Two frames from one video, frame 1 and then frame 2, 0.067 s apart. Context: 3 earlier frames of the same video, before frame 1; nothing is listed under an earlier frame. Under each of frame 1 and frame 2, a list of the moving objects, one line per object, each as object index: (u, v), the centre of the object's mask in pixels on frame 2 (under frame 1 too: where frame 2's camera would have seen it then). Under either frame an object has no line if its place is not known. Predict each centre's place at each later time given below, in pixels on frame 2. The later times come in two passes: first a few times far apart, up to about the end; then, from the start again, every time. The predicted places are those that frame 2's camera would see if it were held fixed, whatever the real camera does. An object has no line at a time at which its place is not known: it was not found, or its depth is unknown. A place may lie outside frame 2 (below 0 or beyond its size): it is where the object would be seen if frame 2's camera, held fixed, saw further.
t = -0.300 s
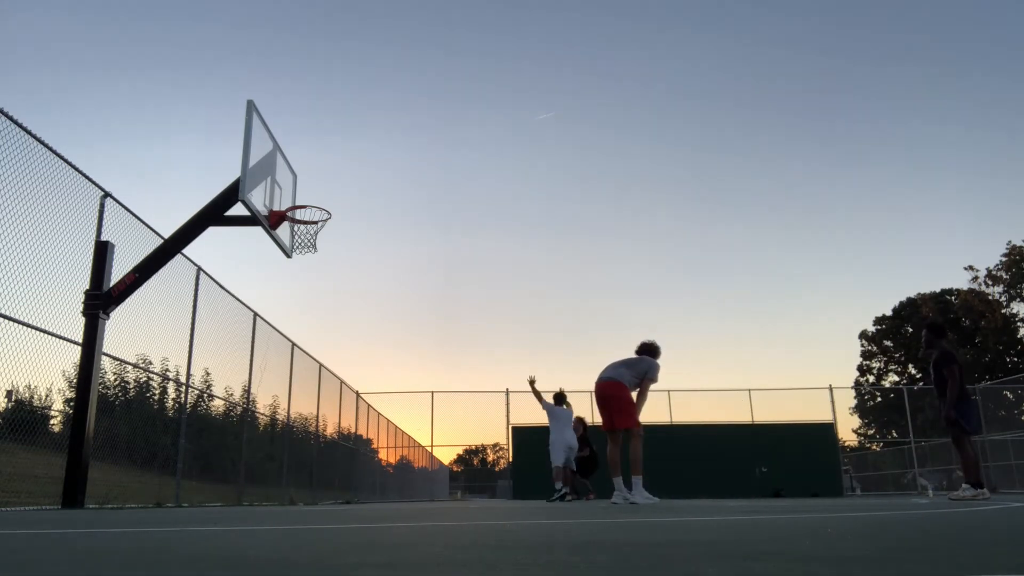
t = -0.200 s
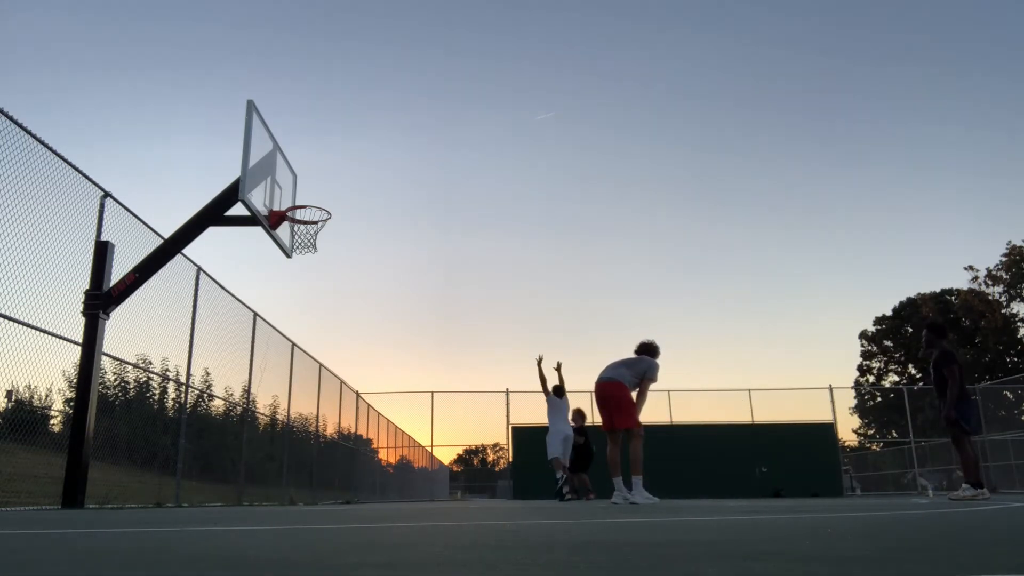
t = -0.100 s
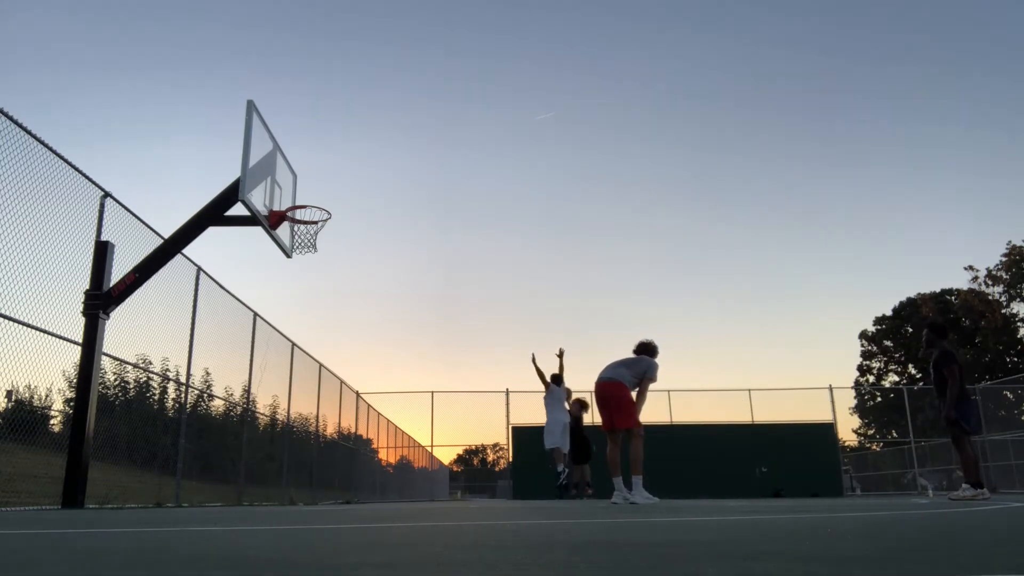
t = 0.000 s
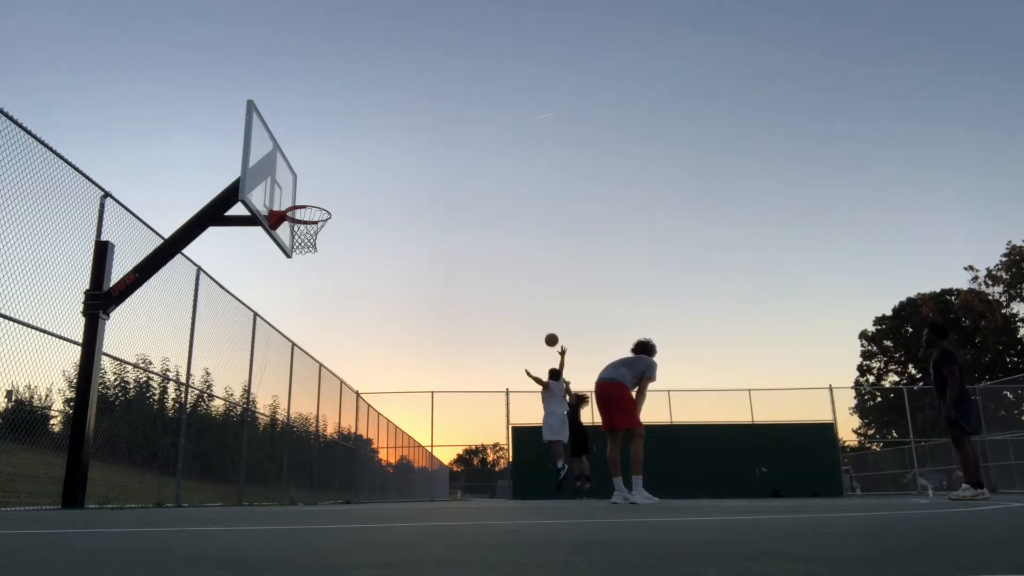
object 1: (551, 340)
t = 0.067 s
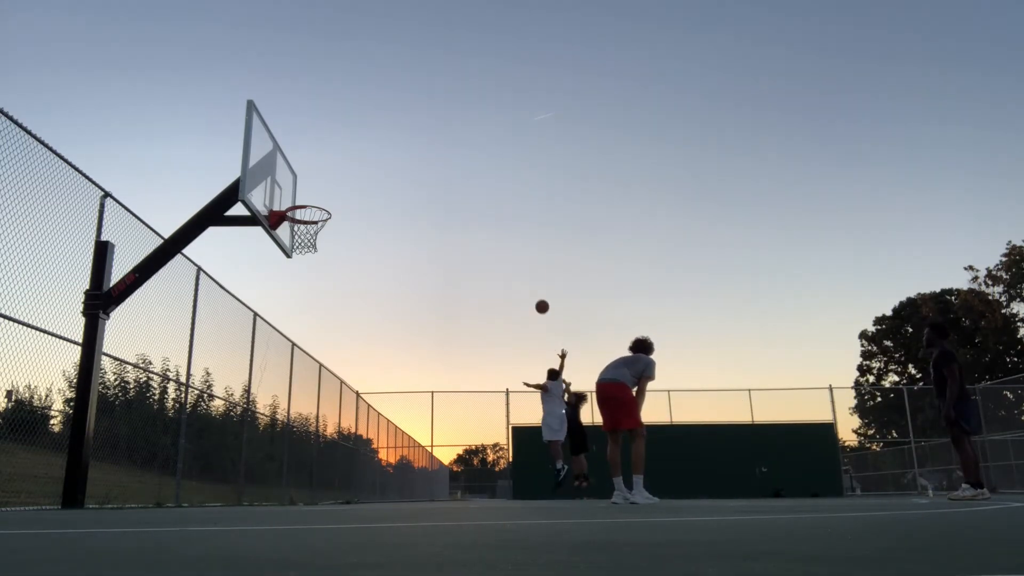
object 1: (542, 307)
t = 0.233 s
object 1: (519, 234)
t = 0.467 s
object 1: (489, 154)
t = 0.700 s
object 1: (457, 101)
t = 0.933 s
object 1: (421, 75)
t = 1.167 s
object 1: (381, 82)
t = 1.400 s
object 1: (331, 130)
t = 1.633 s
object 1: (270, 191)
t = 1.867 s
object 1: (287, 191)
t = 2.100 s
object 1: (303, 250)
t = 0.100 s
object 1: (537, 291)
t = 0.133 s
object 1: (533, 275)
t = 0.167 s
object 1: (528, 261)
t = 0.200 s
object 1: (524, 247)
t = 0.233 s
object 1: (519, 234)
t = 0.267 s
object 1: (515, 221)
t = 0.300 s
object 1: (511, 208)
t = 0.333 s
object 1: (506, 196)
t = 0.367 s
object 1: (502, 185)
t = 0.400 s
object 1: (498, 174)
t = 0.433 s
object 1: (493, 164)
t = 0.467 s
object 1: (489, 154)
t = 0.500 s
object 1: (484, 145)
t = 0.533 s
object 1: (480, 137)
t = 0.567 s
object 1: (475, 128)
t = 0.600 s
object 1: (471, 121)
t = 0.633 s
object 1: (466, 114)
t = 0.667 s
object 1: (461, 107)
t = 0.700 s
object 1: (457, 101)
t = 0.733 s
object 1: (452, 95)
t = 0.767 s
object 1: (447, 91)
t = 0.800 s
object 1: (442, 86)
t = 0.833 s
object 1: (437, 82)
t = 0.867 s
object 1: (432, 79)
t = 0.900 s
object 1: (427, 77)
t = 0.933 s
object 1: (421, 75)
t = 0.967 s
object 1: (416, 74)
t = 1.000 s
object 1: (410, 73)
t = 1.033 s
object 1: (405, 74)
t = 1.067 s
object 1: (399, 74)
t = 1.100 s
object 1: (393, 76)
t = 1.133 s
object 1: (387, 78)
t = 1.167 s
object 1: (381, 82)
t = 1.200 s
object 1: (374, 86)
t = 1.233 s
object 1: (368, 91)
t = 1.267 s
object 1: (361, 96)
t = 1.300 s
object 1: (354, 103)
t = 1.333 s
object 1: (346, 111)
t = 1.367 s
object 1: (339, 120)
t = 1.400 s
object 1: (331, 130)
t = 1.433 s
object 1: (323, 141)
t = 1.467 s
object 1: (314, 153)
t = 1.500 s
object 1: (306, 166)
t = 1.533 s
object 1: (297, 181)
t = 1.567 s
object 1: (287, 197)
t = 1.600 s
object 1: (277, 195)
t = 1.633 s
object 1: (270, 191)
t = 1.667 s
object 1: (272, 188)
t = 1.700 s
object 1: (275, 186)
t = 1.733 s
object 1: (277, 185)
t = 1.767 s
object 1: (280, 185)
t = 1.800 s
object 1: (282, 186)
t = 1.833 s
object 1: (284, 188)
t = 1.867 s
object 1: (287, 191)
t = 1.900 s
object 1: (289, 196)
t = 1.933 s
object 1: (291, 202)
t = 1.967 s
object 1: (294, 209)
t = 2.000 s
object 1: (296, 217)
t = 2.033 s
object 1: (298, 226)
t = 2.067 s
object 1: (301, 237)
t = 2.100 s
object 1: (303, 250)
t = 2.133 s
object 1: (305, 264)
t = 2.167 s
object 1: (307, 280)
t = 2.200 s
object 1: (310, 298)
